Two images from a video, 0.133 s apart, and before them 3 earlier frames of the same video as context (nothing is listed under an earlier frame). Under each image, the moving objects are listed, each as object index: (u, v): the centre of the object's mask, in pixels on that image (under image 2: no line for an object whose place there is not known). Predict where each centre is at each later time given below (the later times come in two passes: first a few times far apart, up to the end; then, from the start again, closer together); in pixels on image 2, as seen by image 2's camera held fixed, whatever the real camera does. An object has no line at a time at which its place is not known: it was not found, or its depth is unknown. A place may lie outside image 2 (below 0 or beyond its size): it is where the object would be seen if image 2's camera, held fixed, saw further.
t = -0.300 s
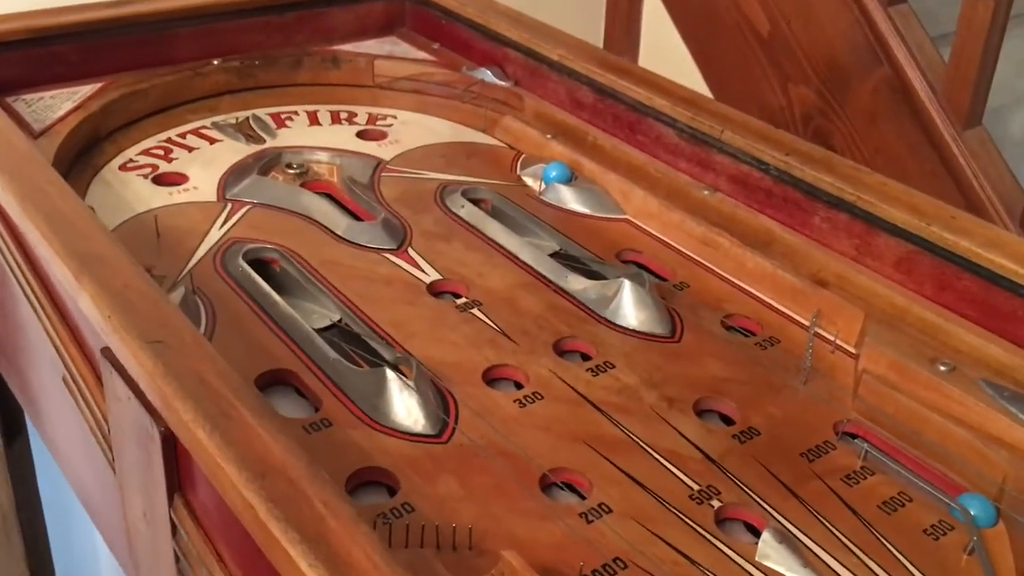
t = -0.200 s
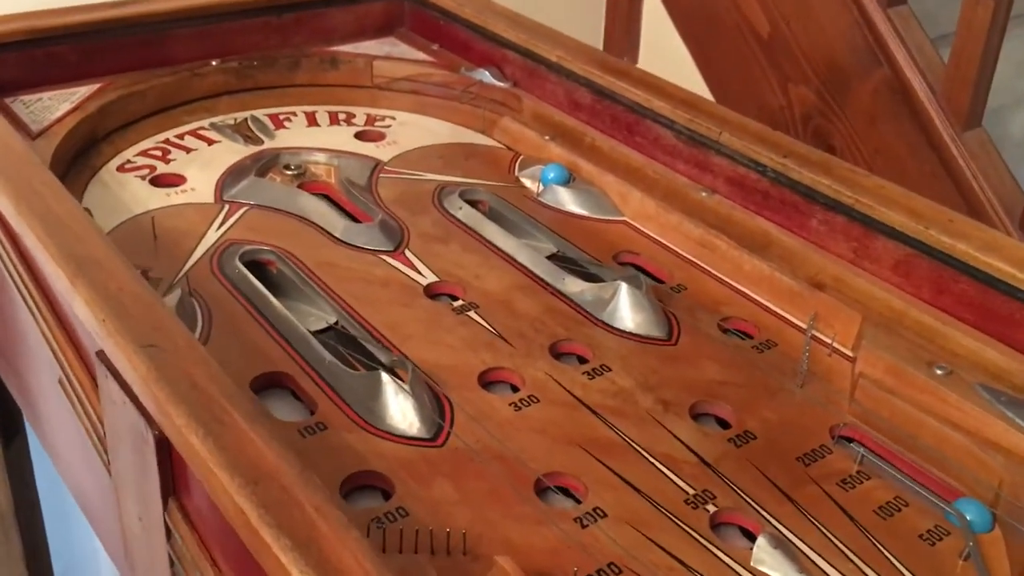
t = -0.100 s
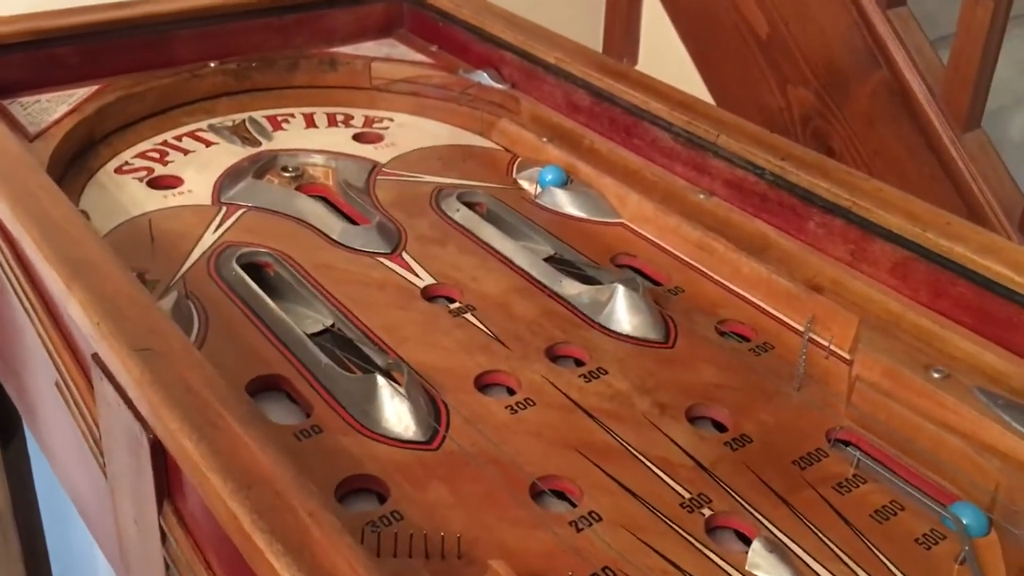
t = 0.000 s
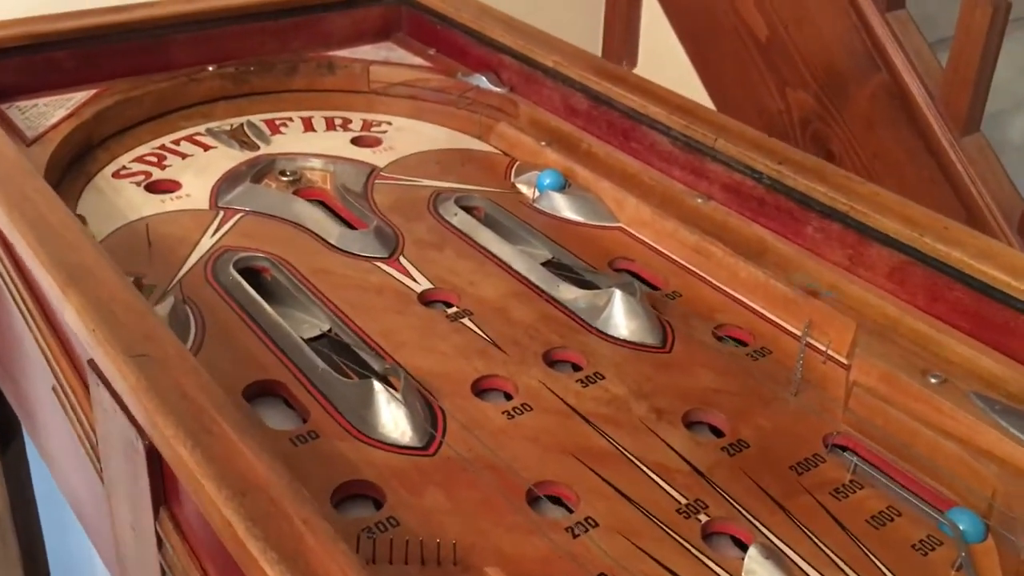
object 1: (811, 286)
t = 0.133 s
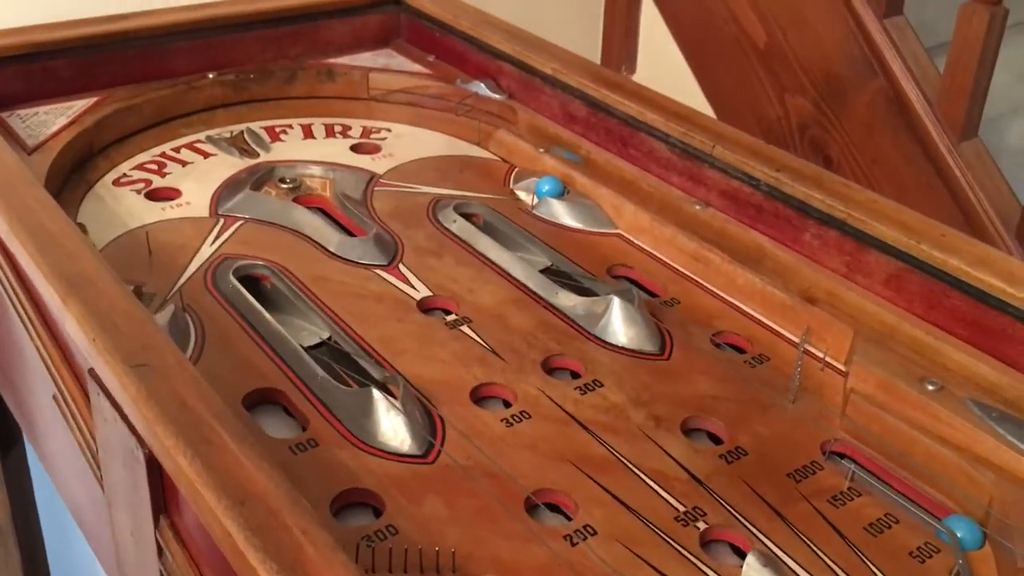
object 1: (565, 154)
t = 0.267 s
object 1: (388, 96)
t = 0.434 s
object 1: (202, 120)
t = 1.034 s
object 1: (94, 153)
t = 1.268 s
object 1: (146, 125)
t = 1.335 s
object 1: (163, 118)
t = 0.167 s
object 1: (521, 129)
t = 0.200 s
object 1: (477, 115)
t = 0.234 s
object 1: (433, 103)
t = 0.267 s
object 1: (388, 96)
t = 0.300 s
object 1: (348, 98)
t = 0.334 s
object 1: (312, 105)
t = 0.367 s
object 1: (277, 110)
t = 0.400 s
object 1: (240, 115)
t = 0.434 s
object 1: (202, 120)
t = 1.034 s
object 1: (94, 153)
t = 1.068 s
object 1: (101, 148)
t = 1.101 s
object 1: (109, 144)
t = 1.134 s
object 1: (115, 139)
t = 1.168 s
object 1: (122, 135)
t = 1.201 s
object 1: (130, 131)
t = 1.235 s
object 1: (137, 128)
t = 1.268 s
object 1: (146, 125)
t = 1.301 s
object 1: (154, 121)
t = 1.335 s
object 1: (163, 118)
